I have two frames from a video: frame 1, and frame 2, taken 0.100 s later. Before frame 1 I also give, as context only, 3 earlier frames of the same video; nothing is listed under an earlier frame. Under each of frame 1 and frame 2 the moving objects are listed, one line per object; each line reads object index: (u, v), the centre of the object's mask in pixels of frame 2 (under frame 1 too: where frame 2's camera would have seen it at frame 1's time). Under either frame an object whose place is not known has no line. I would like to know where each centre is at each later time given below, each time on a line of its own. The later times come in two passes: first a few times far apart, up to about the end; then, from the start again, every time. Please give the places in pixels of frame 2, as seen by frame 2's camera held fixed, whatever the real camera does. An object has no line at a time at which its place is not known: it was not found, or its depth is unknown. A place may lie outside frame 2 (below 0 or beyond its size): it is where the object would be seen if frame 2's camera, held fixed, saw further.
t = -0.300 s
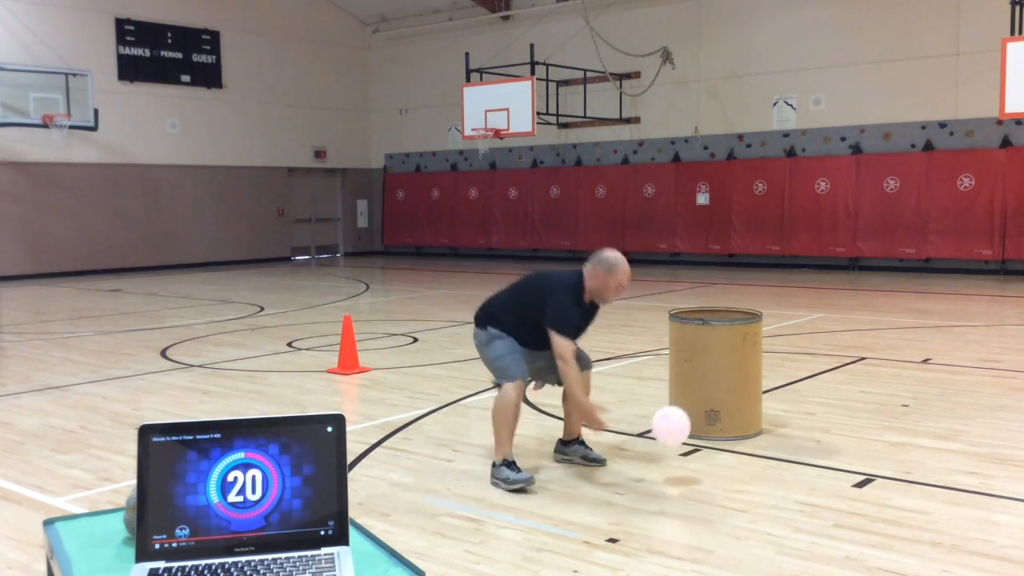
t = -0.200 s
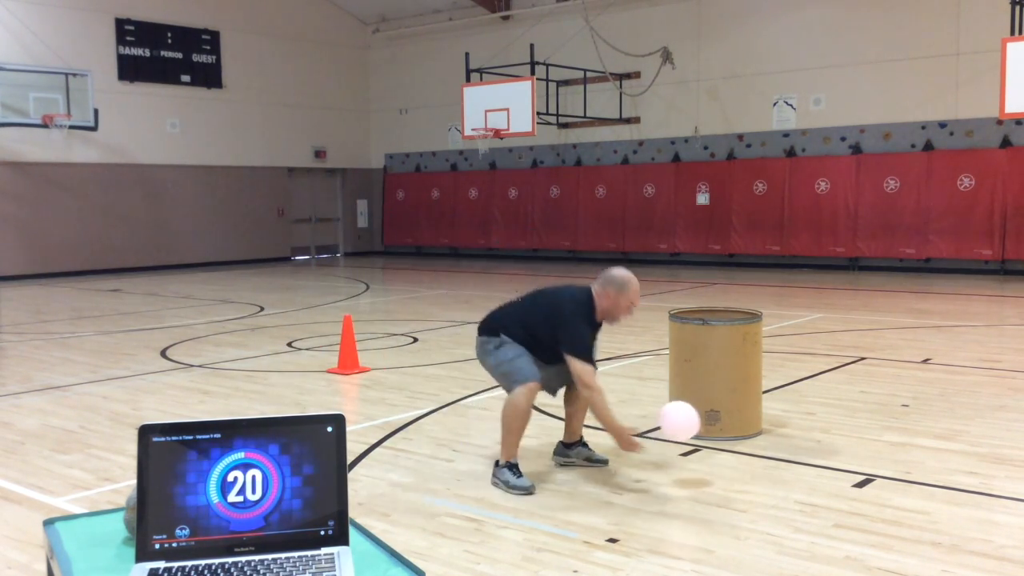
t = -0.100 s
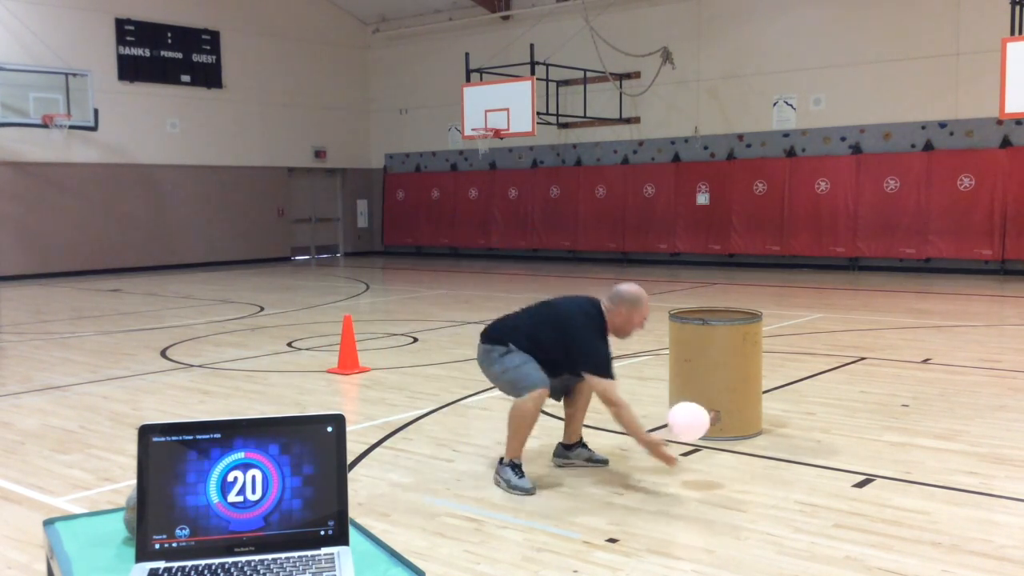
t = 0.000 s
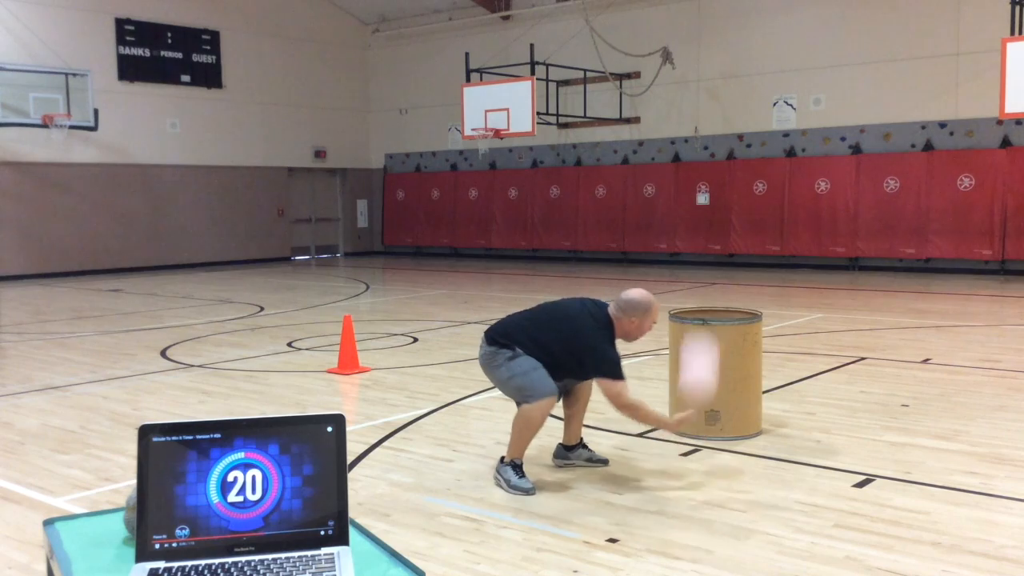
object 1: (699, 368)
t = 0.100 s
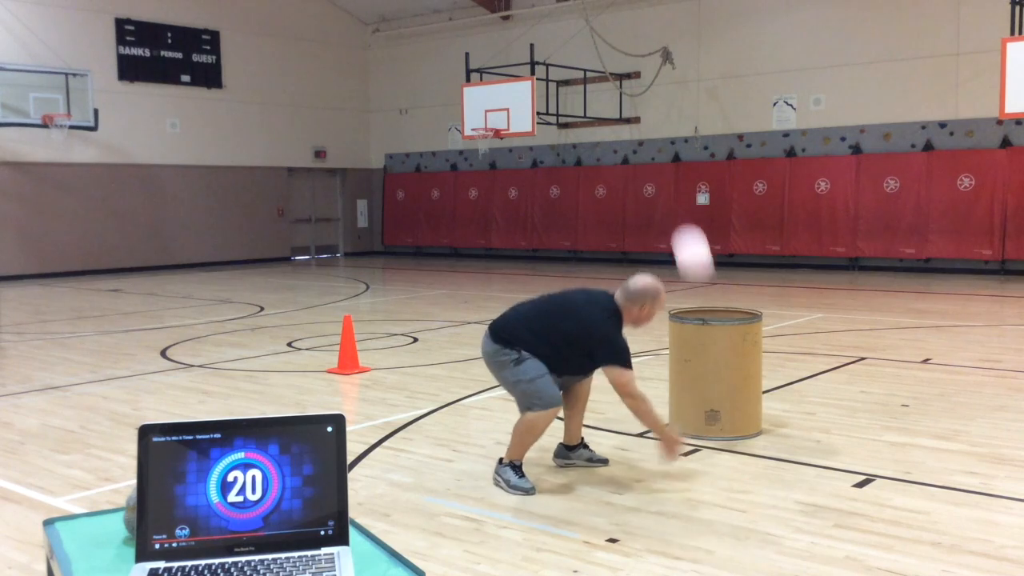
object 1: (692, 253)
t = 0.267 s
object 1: (655, 161)
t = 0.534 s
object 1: (625, 109)
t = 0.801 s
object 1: (599, 115)
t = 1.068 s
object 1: (572, 152)
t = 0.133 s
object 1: (684, 228)
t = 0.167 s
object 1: (676, 207)
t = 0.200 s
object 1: (668, 190)
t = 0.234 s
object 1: (661, 175)
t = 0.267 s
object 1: (655, 161)
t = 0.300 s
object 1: (649, 149)
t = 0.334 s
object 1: (645, 140)
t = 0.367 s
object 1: (641, 131)
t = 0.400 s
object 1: (637, 124)
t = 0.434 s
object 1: (634, 119)
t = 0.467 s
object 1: (631, 114)
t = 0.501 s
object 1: (628, 111)
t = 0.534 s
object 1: (625, 109)
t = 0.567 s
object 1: (622, 107)
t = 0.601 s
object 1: (619, 106)
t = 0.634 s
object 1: (616, 106)
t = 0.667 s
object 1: (613, 107)
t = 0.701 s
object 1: (610, 108)
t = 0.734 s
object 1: (606, 110)
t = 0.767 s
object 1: (603, 112)
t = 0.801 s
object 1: (599, 115)
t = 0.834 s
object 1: (595, 118)
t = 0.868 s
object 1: (592, 121)
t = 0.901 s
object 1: (588, 125)
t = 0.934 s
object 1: (585, 130)
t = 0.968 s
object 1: (582, 135)
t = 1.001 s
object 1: (578, 140)
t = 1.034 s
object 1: (575, 146)
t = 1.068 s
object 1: (572, 152)
